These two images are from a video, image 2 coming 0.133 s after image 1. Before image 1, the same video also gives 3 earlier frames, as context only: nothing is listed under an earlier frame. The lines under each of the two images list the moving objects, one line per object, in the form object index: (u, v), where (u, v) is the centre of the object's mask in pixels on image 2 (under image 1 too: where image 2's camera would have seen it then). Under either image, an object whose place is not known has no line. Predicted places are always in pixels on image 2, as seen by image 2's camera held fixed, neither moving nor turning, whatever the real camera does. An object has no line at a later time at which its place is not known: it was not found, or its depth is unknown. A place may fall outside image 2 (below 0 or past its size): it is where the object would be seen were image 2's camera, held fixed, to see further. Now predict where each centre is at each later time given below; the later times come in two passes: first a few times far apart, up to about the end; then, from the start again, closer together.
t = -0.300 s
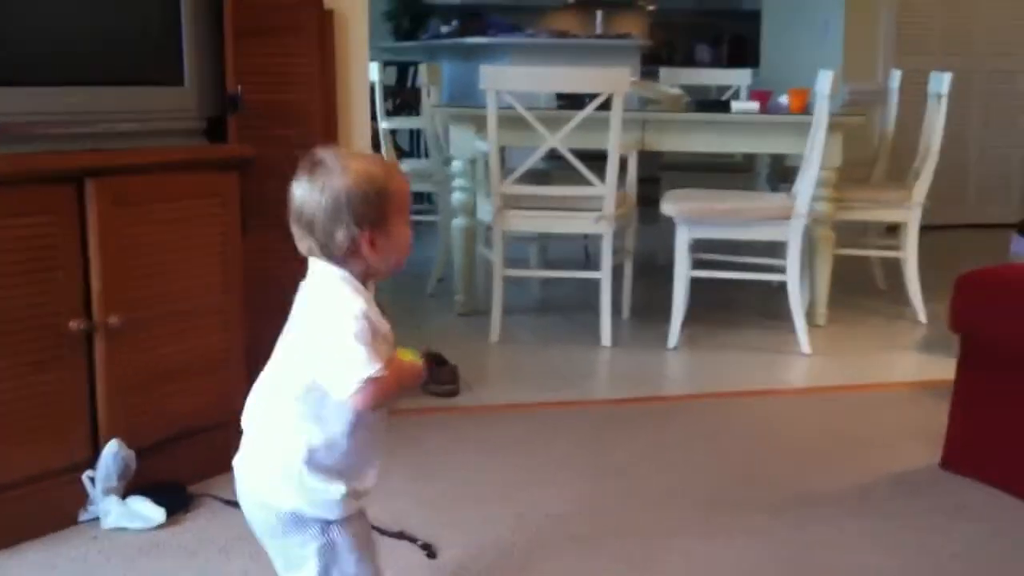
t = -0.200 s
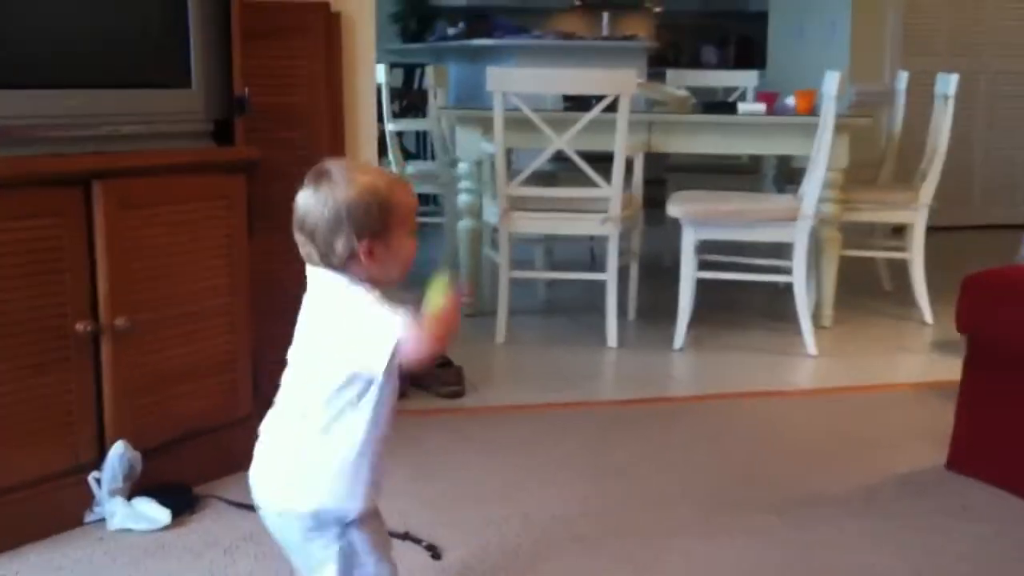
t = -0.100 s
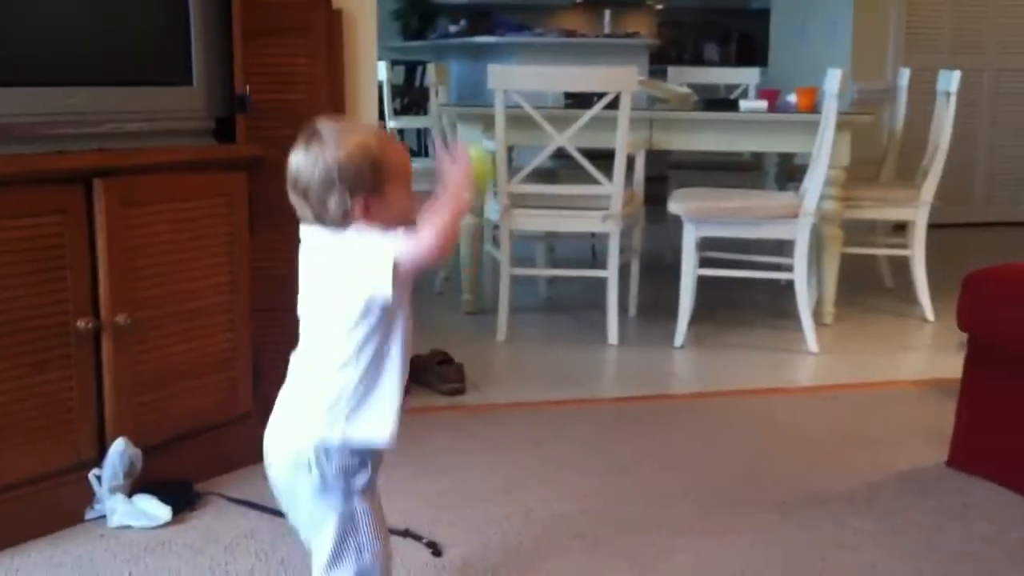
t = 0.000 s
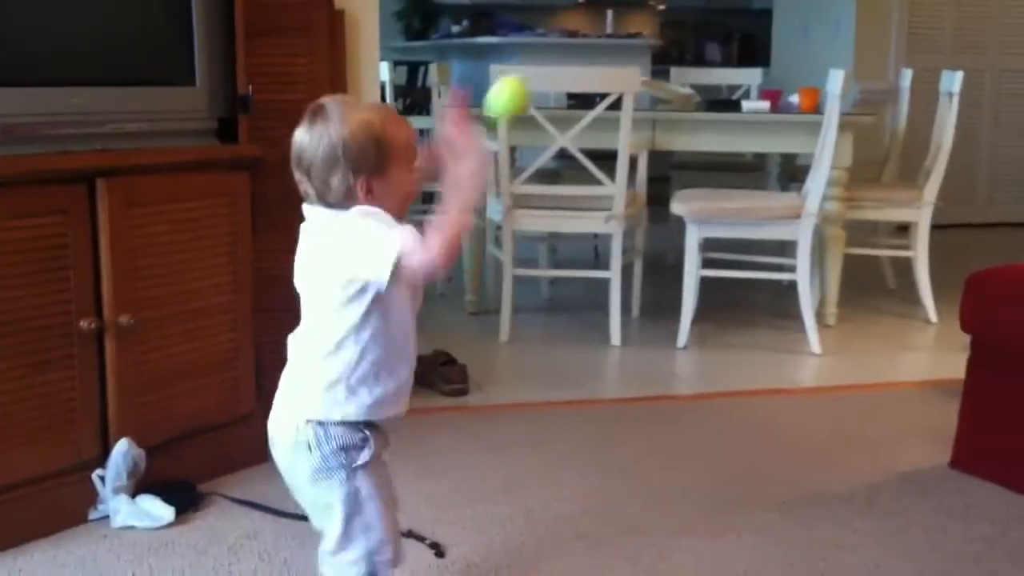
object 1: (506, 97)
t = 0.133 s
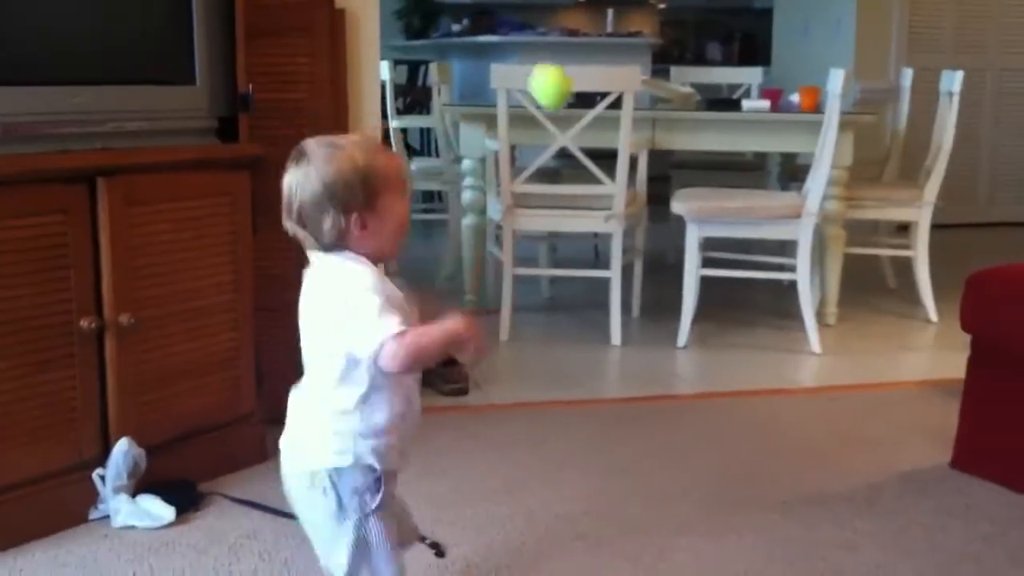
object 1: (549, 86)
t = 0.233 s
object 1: (580, 152)
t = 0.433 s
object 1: (631, 458)
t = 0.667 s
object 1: (664, 402)
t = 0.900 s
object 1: (686, 438)
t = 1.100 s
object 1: (708, 507)
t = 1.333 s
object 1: (743, 540)
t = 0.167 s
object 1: (560, 100)
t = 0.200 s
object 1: (570, 122)
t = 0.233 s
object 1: (580, 152)
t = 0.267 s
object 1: (590, 185)
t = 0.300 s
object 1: (597, 229)
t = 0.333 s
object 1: (606, 279)
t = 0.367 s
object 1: (615, 335)
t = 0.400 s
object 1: (624, 393)
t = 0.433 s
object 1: (631, 458)
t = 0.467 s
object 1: (639, 532)
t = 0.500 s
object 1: (644, 544)
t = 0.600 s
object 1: (656, 443)
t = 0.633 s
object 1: (660, 421)
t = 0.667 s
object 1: (664, 402)
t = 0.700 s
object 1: (669, 391)
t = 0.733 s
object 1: (672, 385)
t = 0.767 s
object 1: (676, 384)
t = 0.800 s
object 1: (678, 388)
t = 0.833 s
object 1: (681, 400)
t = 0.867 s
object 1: (684, 415)
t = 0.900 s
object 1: (686, 438)
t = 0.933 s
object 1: (689, 469)
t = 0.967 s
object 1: (691, 505)
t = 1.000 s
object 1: (694, 545)
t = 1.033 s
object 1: (698, 547)
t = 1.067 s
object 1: (703, 524)
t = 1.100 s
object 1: (708, 507)
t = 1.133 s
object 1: (715, 494)
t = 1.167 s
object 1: (721, 487)
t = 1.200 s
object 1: (725, 486)
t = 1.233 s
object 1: (730, 490)
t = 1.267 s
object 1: (734, 501)
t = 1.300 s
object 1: (739, 517)
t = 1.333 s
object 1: (743, 540)
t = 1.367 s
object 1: (749, 556)
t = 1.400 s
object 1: (751, 542)
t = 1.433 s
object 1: (756, 532)
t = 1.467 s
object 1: (768, 526)
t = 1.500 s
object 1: (771, 527)
